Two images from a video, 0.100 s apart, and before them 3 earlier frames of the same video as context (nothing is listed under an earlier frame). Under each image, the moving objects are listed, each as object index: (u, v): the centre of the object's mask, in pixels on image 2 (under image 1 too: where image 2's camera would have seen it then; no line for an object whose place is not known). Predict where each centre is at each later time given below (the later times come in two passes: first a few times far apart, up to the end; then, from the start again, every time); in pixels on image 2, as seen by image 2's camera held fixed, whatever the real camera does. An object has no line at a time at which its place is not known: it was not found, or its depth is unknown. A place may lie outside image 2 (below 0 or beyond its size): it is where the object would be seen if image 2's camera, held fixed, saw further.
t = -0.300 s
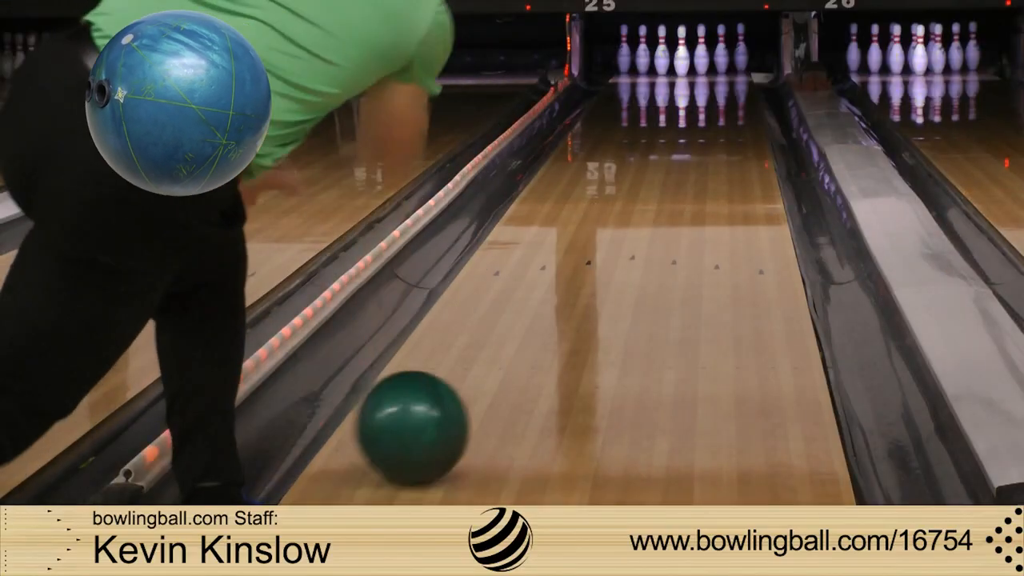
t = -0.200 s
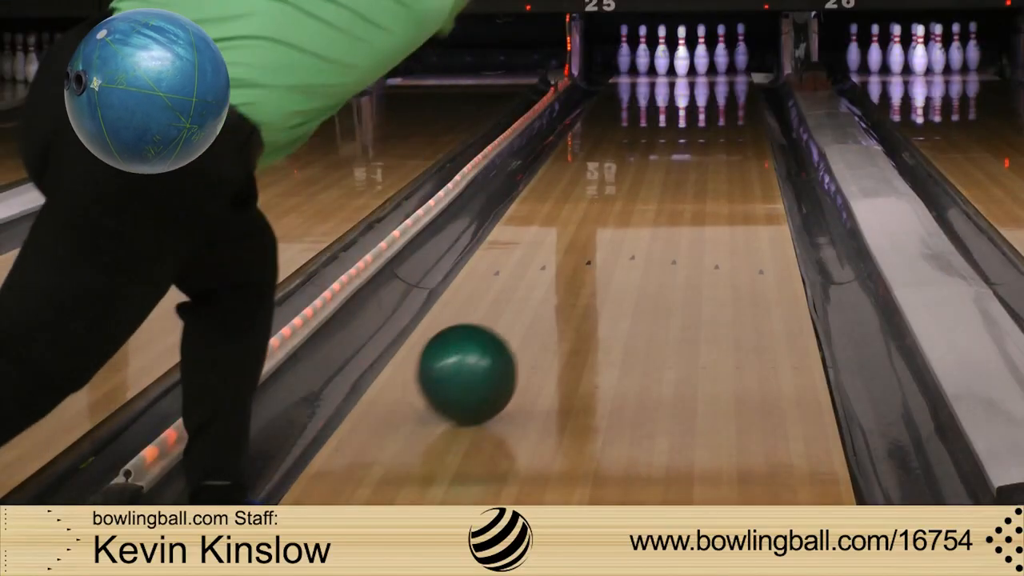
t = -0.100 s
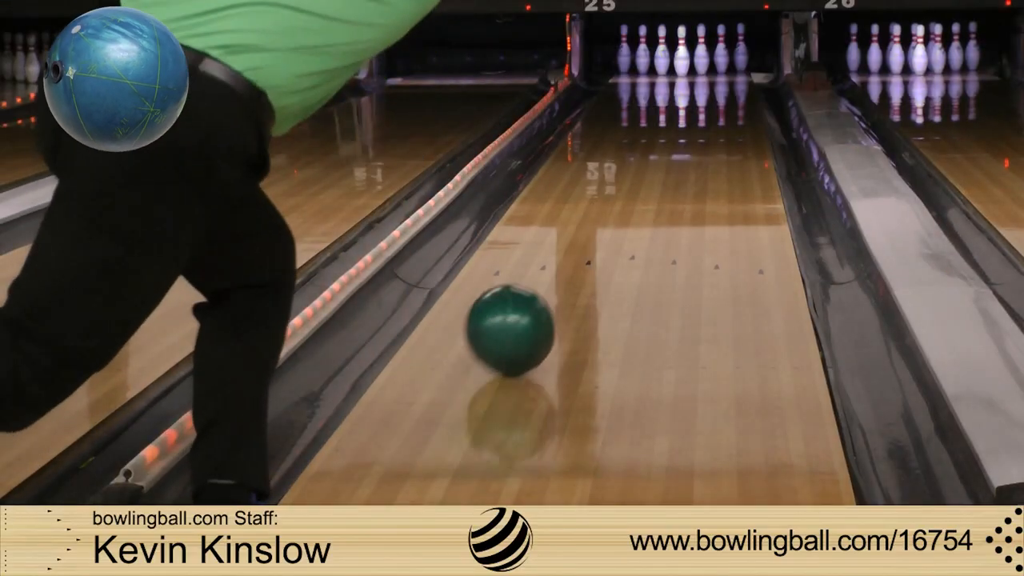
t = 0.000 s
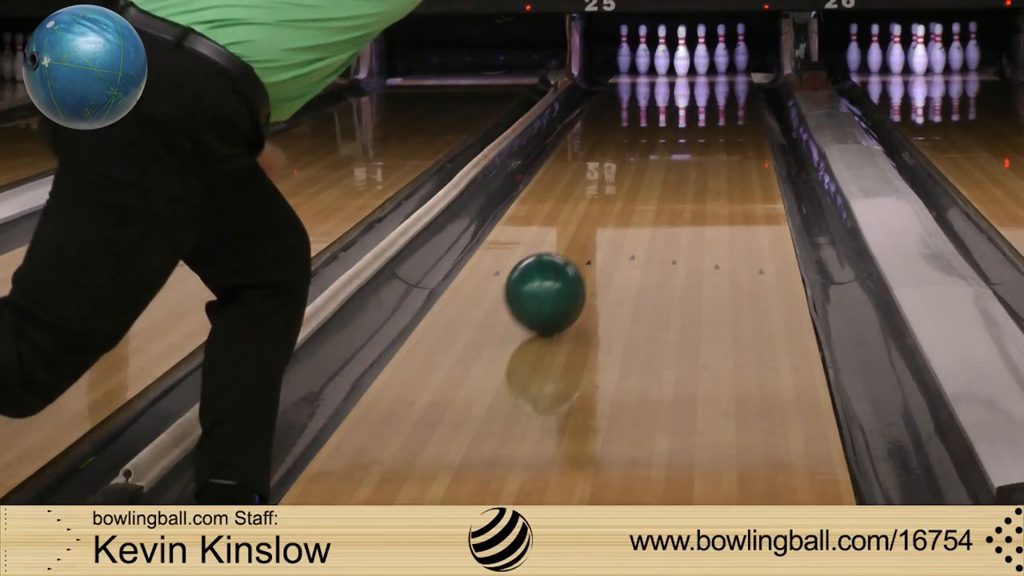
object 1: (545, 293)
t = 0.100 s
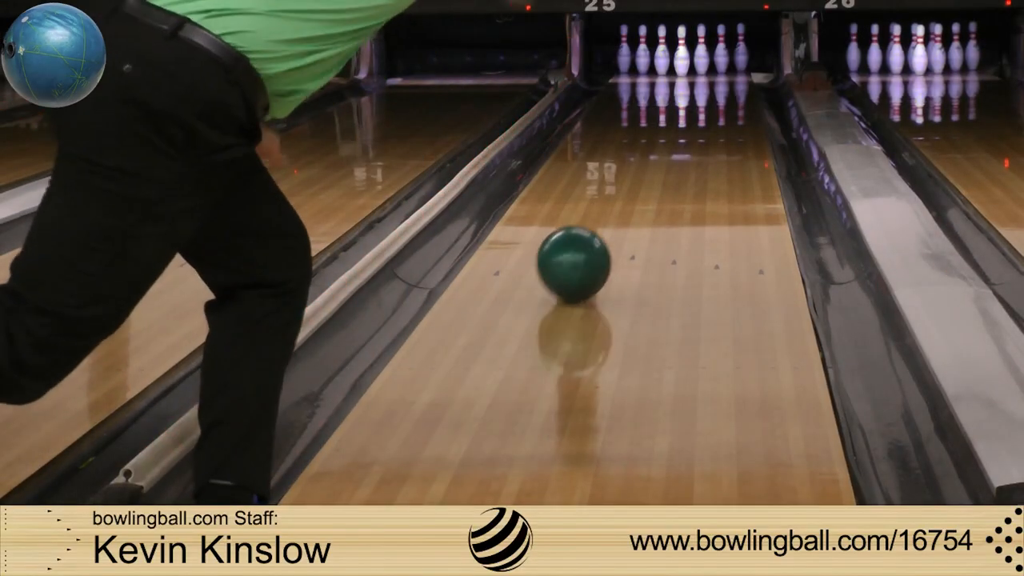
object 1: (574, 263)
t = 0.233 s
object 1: (605, 230)
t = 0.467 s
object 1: (644, 186)
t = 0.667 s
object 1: (668, 159)
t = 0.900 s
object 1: (688, 134)
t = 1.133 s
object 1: (703, 115)
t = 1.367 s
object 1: (713, 99)
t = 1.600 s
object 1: (719, 85)
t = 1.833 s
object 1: (711, 73)
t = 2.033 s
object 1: (696, 64)
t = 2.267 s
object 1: (690, 60)
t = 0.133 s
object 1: (582, 254)
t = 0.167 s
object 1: (590, 246)
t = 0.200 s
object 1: (597, 238)
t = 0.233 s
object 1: (605, 230)
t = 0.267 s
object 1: (611, 223)
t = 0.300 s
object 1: (618, 216)
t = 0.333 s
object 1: (623, 210)
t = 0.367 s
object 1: (629, 203)
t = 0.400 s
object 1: (634, 198)
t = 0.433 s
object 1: (639, 192)
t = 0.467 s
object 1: (644, 186)
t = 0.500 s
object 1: (649, 181)
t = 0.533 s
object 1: (653, 176)
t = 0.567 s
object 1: (657, 171)
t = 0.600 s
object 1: (661, 167)
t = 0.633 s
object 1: (665, 163)
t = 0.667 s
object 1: (668, 159)
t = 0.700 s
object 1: (671, 156)
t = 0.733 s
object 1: (675, 152)
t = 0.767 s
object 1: (678, 148)
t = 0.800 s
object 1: (681, 144)
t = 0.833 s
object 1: (683, 141)
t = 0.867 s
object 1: (686, 137)
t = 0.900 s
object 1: (688, 134)
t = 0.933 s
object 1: (689, 132)
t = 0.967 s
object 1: (692, 129)
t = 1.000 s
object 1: (696, 125)
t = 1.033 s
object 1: (697, 123)
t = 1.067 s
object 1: (700, 120)
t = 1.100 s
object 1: (701, 118)
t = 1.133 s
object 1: (703, 115)
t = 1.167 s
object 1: (704, 112)
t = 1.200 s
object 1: (705, 110)
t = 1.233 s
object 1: (707, 107)
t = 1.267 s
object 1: (709, 105)
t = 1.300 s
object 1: (710, 103)
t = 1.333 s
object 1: (711, 101)
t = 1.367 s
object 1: (713, 99)
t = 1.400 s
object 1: (714, 97)
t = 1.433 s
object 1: (715, 95)
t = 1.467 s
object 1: (716, 93)
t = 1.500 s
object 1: (717, 90)
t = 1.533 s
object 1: (717, 89)
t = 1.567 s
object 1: (718, 88)
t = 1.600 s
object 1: (719, 85)
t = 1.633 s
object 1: (718, 83)
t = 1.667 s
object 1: (718, 82)
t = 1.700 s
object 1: (717, 80)
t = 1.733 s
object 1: (716, 78)
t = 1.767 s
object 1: (715, 76)
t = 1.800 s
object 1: (713, 74)
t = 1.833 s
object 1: (711, 73)
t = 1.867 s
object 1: (709, 72)
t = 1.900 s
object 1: (707, 70)
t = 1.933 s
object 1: (704, 69)
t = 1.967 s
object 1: (702, 68)
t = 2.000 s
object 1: (699, 66)
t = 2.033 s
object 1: (696, 64)
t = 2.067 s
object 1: (693, 63)
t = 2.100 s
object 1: (692, 63)
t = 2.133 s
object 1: (692, 63)
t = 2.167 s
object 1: (690, 62)
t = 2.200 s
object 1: (689, 61)
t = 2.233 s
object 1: (690, 61)
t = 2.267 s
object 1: (690, 60)
